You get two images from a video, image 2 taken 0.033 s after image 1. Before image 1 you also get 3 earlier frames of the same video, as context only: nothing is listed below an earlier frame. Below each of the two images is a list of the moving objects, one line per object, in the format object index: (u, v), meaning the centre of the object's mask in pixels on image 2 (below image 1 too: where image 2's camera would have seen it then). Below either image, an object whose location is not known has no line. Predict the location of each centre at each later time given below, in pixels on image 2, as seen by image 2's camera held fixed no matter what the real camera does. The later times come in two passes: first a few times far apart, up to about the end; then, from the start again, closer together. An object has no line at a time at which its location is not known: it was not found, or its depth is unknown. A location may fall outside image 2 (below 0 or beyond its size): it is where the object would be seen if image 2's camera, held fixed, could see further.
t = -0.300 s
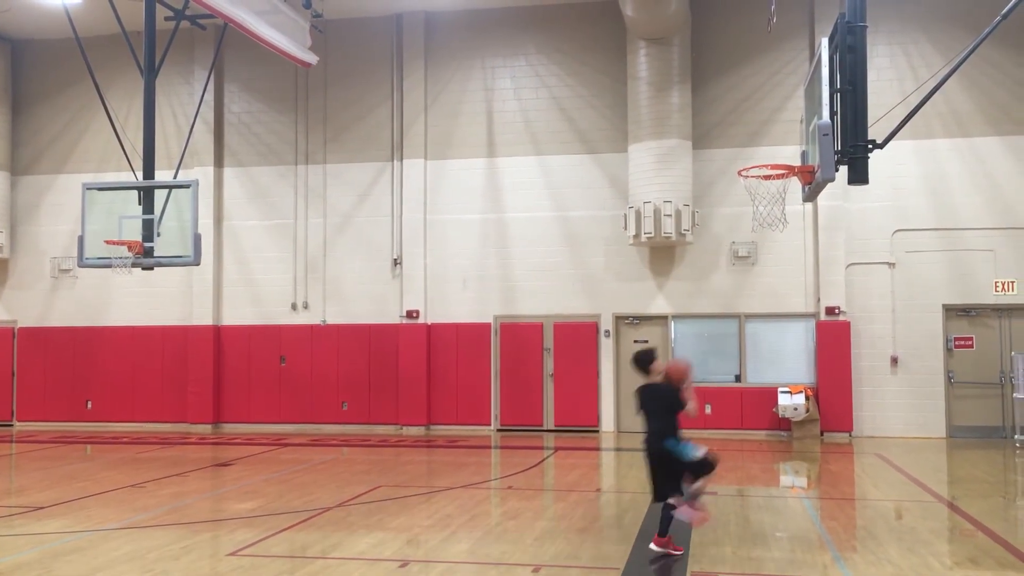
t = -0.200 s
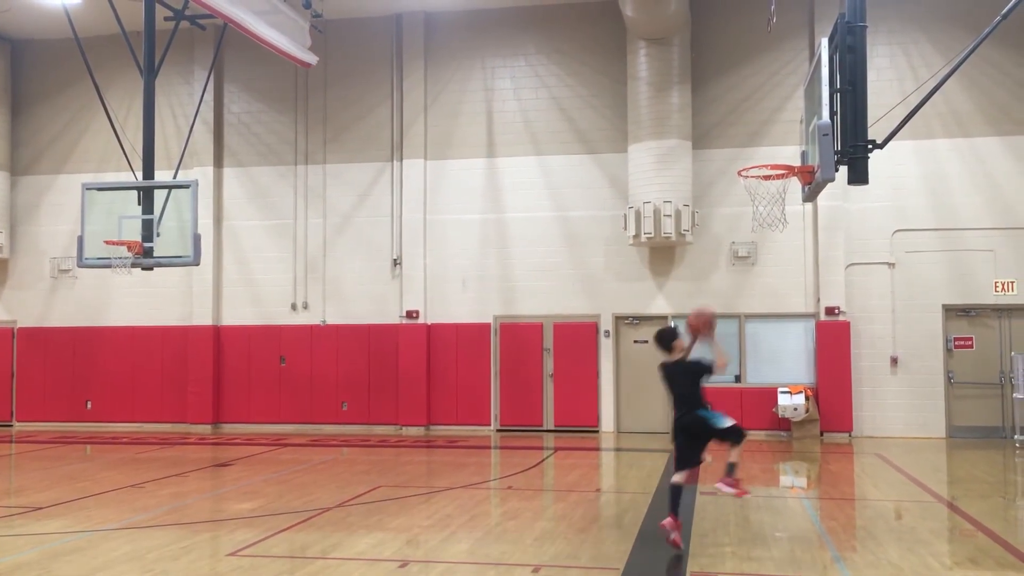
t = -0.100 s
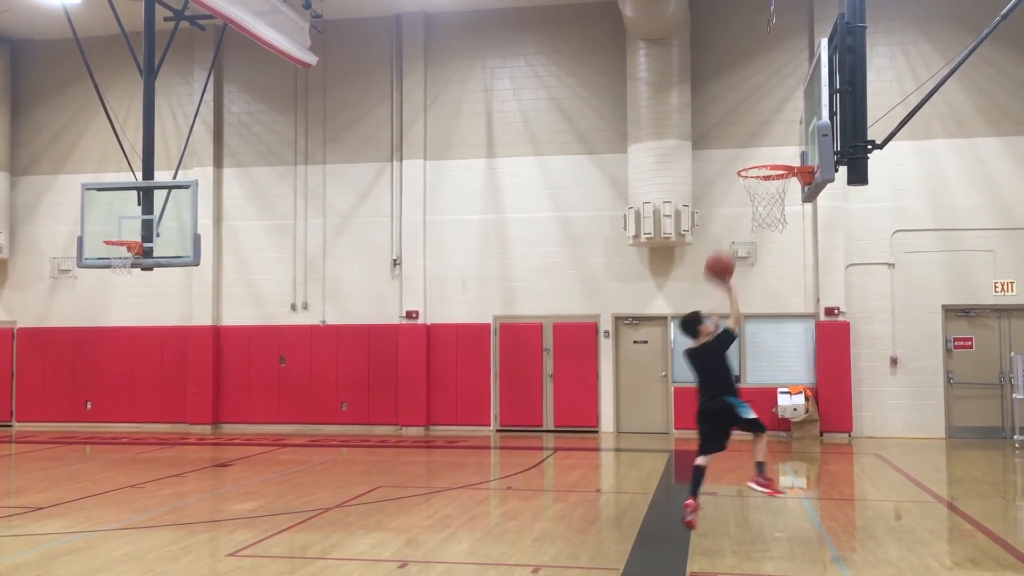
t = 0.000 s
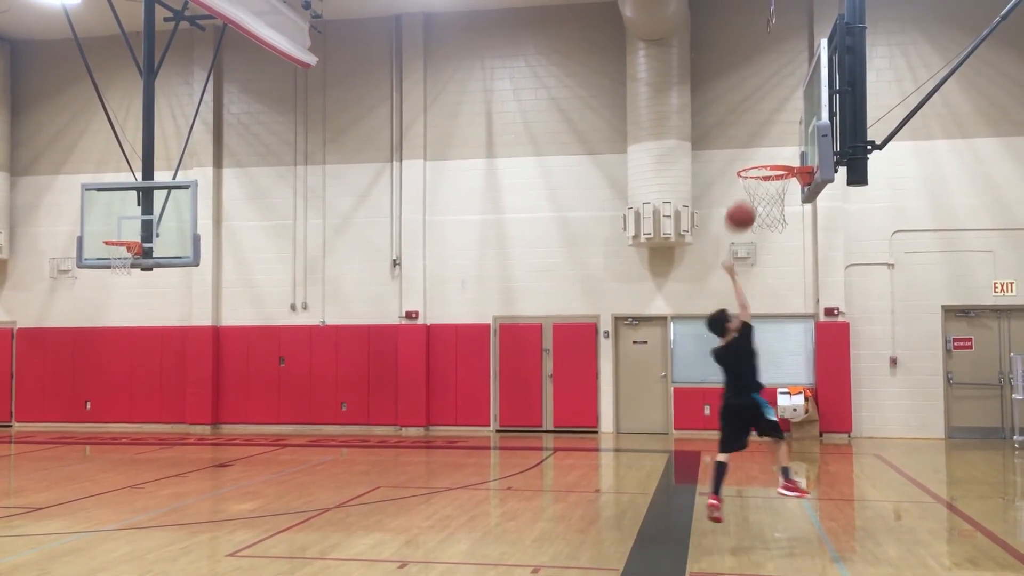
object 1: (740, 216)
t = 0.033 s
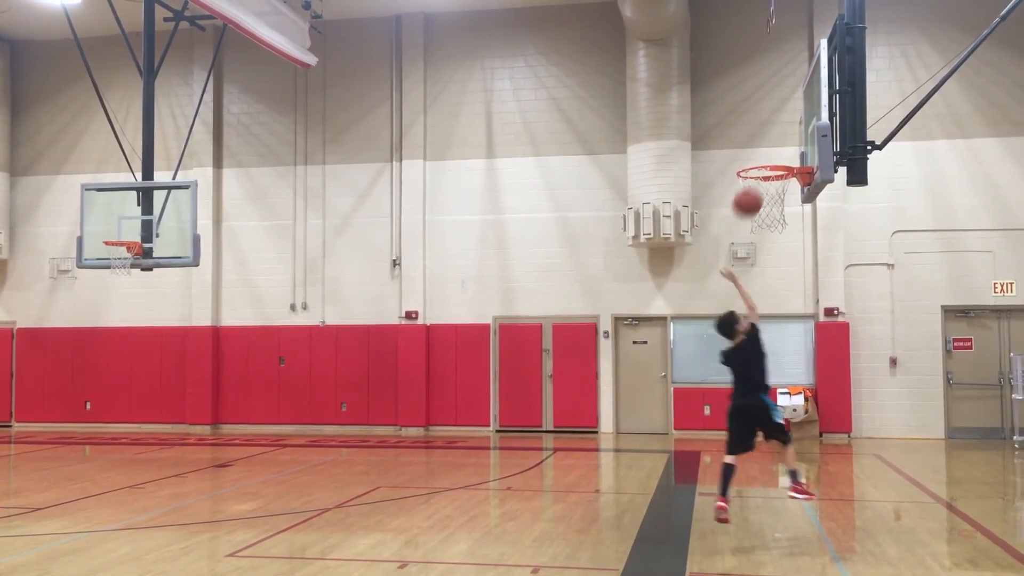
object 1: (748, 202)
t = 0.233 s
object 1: (789, 148)
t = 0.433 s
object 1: (778, 148)
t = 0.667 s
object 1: (749, 190)
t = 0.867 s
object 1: (757, 224)
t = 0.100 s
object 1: (761, 179)
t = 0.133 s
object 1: (768, 169)
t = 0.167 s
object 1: (775, 160)
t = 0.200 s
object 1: (782, 153)
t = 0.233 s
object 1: (789, 148)
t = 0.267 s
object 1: (795, 143)
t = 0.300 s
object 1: (801, 141)
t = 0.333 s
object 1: (796, 141)
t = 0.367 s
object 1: (790, 142)
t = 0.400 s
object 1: (784, 144)
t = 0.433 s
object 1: (778, 148)
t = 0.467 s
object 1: (772, 152)
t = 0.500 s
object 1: (766, 156)
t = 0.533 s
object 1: (761, 162)
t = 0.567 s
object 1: (757, 168)
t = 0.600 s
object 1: (753, 176)
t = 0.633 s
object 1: (751, 183)
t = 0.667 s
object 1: (749, 190)
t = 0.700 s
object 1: (749, 196)
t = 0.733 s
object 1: (750, 201)
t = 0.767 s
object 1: (751, 205)
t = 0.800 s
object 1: (753, 211)
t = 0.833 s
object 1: (755, 217)
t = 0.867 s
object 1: (757, 224)
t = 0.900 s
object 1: (759, 232)
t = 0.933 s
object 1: (761, 243)
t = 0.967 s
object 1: (763, 253)
